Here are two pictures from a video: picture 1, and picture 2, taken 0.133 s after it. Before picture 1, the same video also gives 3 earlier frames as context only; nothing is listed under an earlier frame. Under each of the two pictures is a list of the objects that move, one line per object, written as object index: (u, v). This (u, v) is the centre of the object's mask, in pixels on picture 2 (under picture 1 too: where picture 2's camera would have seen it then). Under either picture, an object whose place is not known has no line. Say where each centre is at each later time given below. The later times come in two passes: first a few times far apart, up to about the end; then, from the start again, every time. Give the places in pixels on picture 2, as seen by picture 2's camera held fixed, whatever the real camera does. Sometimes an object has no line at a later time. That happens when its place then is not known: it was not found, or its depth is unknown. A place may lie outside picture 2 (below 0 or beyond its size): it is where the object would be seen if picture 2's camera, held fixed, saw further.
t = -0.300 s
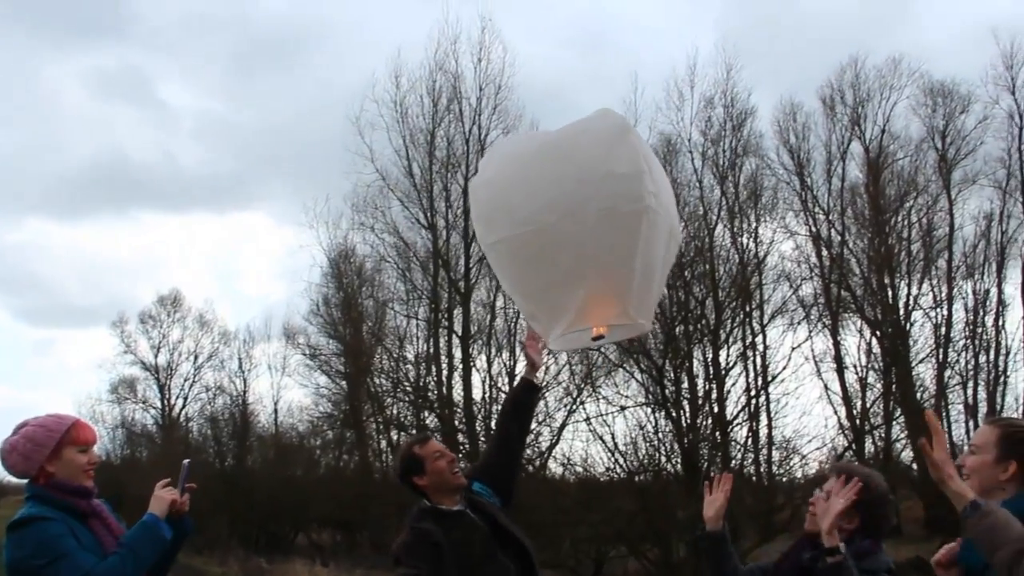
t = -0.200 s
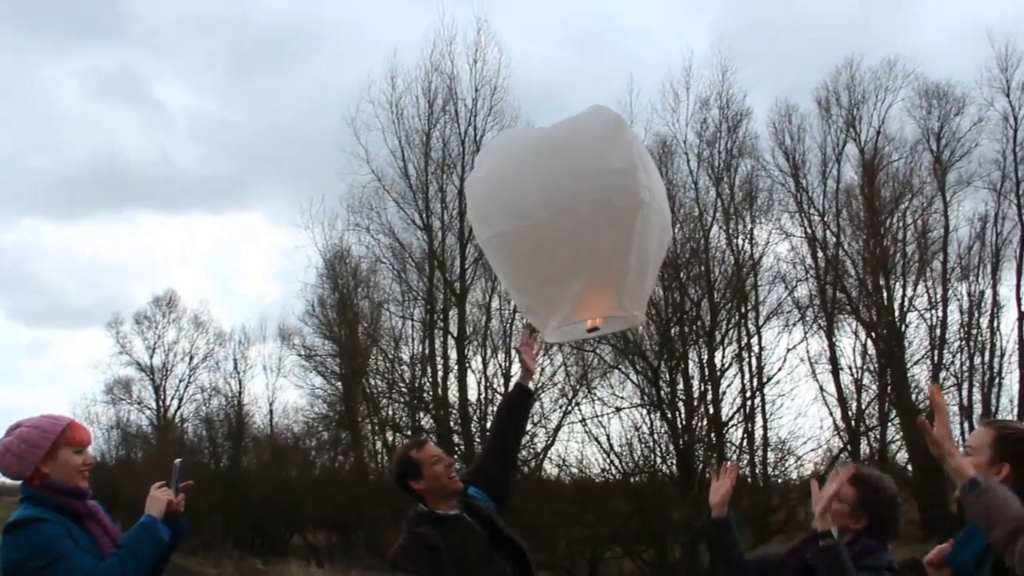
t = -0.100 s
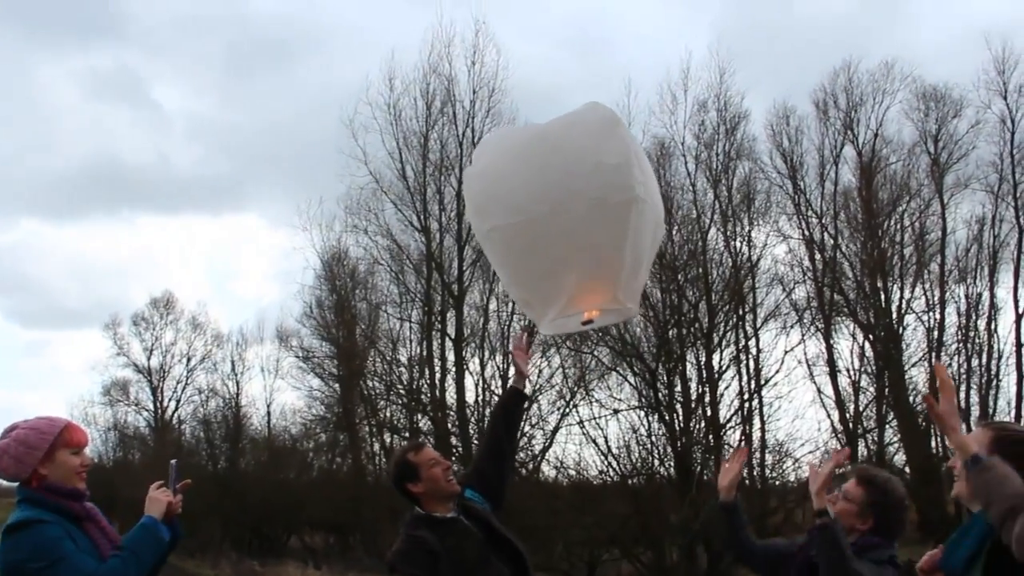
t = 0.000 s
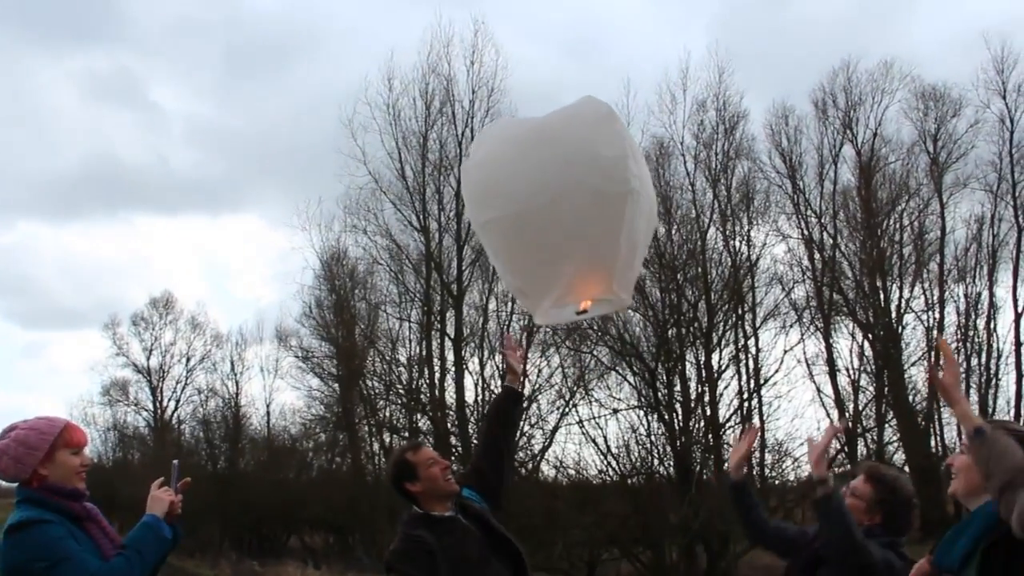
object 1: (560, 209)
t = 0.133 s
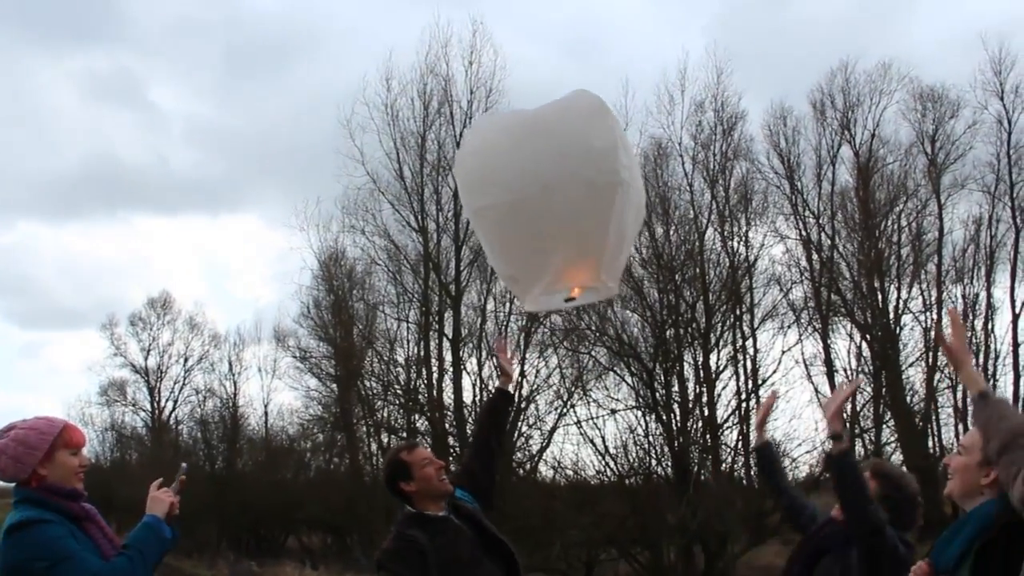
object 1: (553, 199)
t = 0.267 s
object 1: (544, 188)
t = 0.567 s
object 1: (522, 163)
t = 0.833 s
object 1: (499, 139)
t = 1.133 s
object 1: (475, 109)
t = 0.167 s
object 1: (551, 197)
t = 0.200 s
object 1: (549, 194)
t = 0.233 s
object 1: (547, 190)
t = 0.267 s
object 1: (544, 188)
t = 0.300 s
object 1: (542, 185)
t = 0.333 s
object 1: (539, 183)
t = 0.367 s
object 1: (537, 180)
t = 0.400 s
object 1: (535, 177)
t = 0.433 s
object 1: (532, 174)
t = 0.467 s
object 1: (529, 171)
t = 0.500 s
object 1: (527, 168)
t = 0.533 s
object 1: (525, 166)
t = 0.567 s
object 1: (522, 163)
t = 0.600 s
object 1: (519, 160)
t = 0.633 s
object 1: (516, 157)
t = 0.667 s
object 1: (513, 154)
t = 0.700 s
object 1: (510, 151)
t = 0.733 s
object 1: (507, 148)
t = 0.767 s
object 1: (504, 145)
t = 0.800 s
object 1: (502, 142)
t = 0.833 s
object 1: (499, 139)
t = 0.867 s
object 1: (496, 136)
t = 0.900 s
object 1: (493, 132)
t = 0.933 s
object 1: (491, 129)
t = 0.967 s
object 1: (488, 126)
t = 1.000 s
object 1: (486, 123)
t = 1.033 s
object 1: (483, 120)
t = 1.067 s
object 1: (480, 117)
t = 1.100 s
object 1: (477, 113)
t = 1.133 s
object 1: (475, 109)
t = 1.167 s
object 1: (472, 106)
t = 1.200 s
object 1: (469, 102)
